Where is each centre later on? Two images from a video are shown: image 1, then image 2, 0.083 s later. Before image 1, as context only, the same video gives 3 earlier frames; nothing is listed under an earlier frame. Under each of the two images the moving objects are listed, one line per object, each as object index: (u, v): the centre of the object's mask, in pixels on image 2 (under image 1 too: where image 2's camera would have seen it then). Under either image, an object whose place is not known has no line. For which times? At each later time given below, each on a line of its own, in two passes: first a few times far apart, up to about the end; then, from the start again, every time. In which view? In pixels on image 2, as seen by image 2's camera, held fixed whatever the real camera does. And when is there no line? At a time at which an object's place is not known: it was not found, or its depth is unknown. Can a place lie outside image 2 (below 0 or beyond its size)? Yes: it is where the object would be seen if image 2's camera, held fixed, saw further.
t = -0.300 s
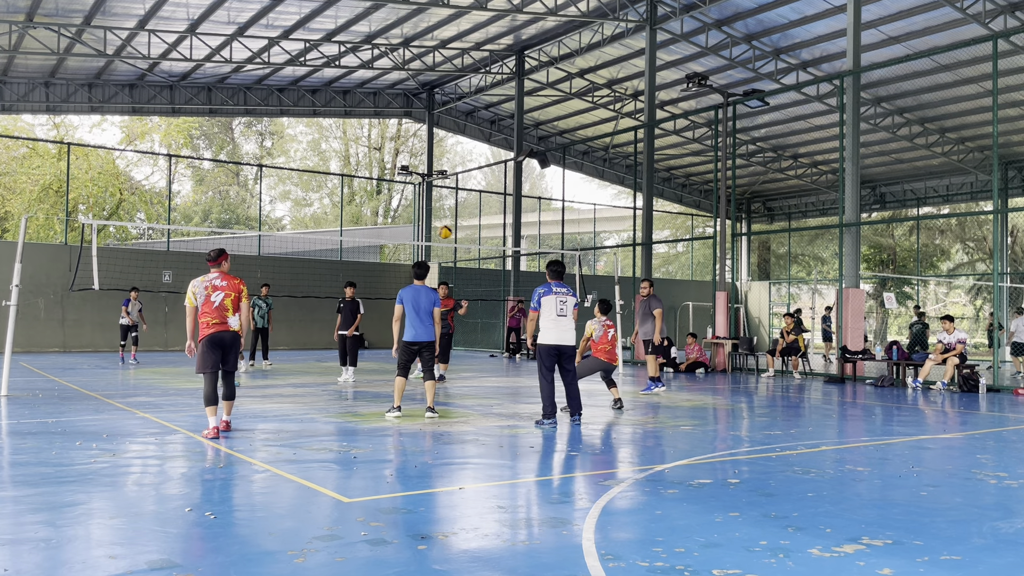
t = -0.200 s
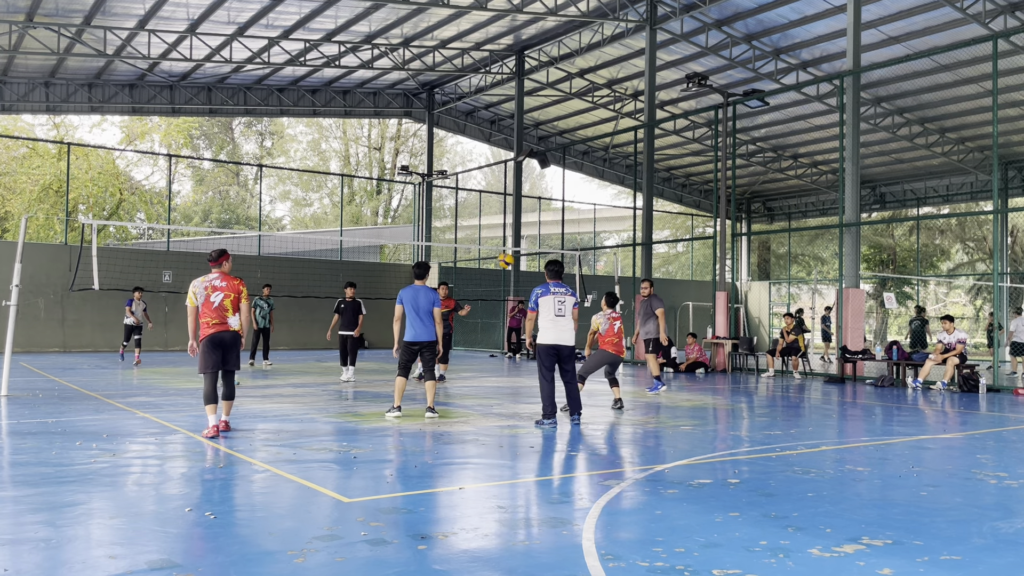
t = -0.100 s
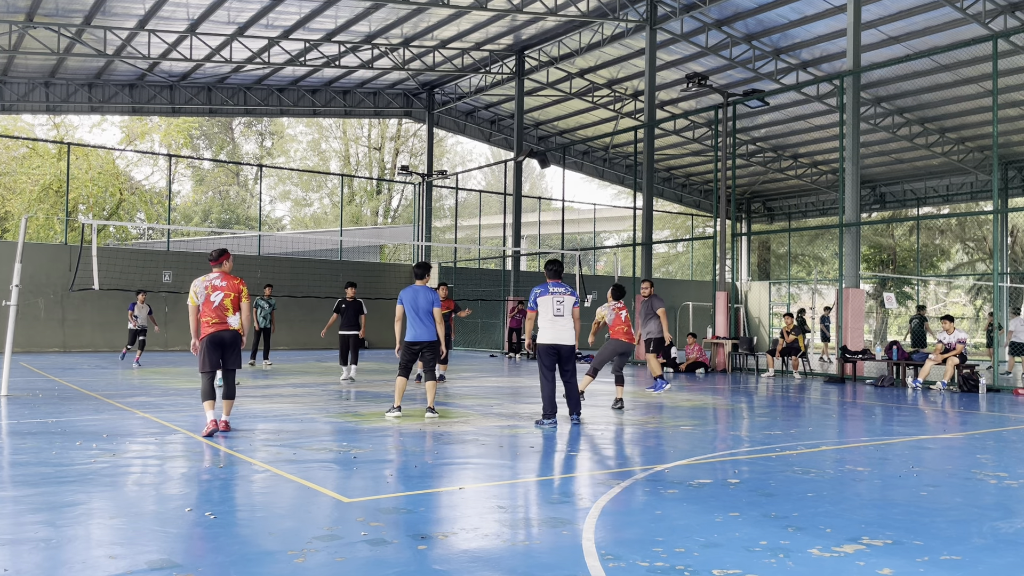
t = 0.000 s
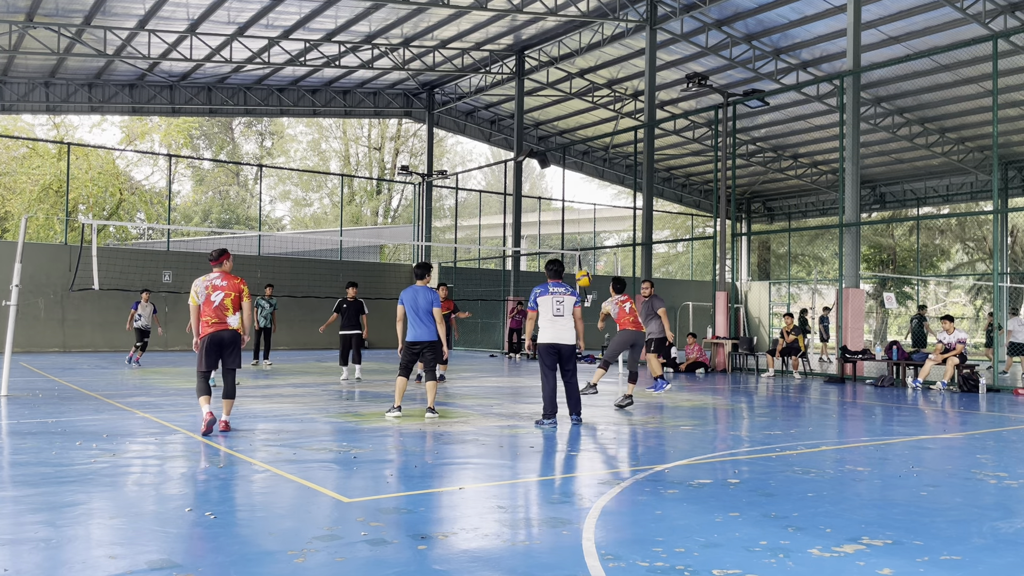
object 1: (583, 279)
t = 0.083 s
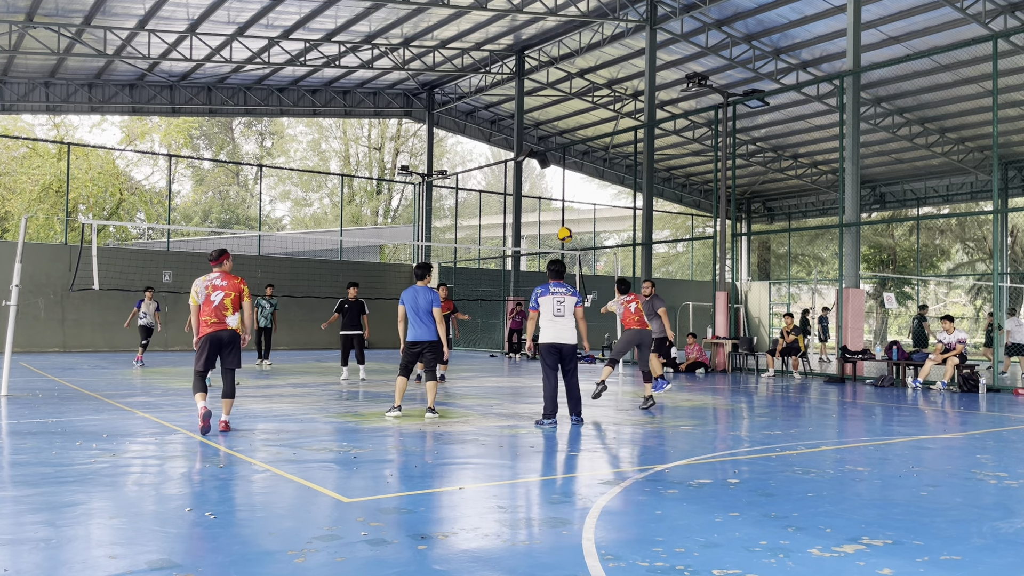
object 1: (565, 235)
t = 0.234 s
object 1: (533, 171)
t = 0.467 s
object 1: (485, 107)
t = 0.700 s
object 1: (439, 84)
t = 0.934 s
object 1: (396, 96)
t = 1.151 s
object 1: (357, 138)
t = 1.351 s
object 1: (322, 200)
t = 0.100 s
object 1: (561, 227)
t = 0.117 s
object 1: (558, 219)
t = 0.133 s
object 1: (554, 211)
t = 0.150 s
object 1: (550, 204)
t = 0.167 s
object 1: (547, 197)
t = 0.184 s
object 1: (543, 191)
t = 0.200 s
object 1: (540, 184)
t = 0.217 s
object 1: (536, 177)
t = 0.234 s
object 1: (533, 171)
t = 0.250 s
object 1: (529, 165)
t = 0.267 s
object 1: (525, 159)
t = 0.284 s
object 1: (523, 154)
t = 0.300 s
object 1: (519, 149)
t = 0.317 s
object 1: (516, 144)
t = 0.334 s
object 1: (512, 139)
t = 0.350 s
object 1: (508, 134)
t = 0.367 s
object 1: (505, 129)
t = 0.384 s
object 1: (502, 126)
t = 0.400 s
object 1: (498, 122)
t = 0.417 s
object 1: (495, 117)
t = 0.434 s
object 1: (492, 114)
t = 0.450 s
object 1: (489, 111)
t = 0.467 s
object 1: (485, 107)
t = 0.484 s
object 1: (482, 104)
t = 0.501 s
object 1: (478, 102)
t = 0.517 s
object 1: (475, 99)
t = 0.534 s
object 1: (472, 97)
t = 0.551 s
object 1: (469, 94)
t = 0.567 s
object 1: (465, 93)
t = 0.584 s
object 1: (462, 91)
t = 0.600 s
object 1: (459, 90)
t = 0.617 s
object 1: (456, 88)
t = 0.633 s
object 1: (452, 87)
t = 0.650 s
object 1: (449, 85)
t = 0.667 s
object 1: (446, 84)
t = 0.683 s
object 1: (443, 84)
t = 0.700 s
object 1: (439, 84)
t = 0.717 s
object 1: (437, 83)
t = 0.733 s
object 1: (433, 83)
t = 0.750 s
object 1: (431, 83)
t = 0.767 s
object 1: (427, 83)
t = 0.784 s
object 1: (424, 83)
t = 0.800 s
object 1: (421, 85)
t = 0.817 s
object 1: (418, 85)
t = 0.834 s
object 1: (415, 86)
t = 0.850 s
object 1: (412, 87)
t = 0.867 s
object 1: (409, 89)
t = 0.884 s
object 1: (405, 90)
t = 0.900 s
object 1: (402, 92)
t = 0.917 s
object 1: (399, 93)
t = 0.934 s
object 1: (396, 96)
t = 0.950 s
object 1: (393, 99)
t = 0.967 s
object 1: (390, 100)
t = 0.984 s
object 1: (387, 103)
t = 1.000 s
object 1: (384, 106)
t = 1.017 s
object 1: (381, 109)
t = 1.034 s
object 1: (378, 111)
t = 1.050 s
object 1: (375, 114)
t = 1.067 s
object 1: (372, 118)
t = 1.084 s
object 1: (369, 122)
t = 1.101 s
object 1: (366, 126)
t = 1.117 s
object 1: (363, 129)
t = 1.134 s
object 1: (360, 133)
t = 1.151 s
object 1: (357, 138)
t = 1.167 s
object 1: (354, 142)
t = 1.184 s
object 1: (351, 146)
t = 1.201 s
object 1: (348, 151)
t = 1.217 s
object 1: (345, 156)
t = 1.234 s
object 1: (343, 161)
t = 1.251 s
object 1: (339, 166)
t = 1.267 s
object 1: (337, 171)
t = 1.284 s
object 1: (334, 177)
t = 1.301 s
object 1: (331, 183)
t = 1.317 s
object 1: (328, 189)
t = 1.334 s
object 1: (325, 194)
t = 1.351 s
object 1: (322, 200)
